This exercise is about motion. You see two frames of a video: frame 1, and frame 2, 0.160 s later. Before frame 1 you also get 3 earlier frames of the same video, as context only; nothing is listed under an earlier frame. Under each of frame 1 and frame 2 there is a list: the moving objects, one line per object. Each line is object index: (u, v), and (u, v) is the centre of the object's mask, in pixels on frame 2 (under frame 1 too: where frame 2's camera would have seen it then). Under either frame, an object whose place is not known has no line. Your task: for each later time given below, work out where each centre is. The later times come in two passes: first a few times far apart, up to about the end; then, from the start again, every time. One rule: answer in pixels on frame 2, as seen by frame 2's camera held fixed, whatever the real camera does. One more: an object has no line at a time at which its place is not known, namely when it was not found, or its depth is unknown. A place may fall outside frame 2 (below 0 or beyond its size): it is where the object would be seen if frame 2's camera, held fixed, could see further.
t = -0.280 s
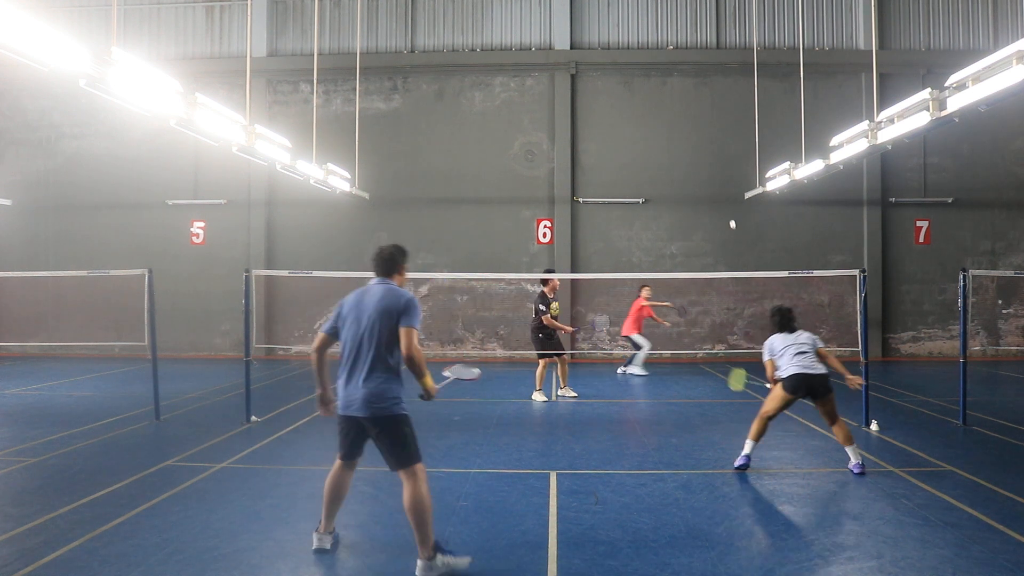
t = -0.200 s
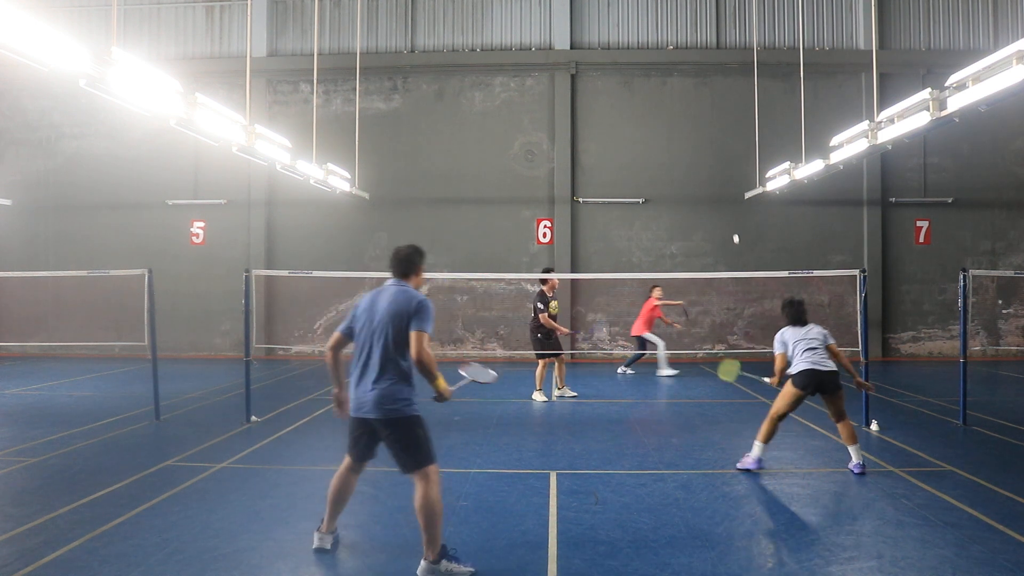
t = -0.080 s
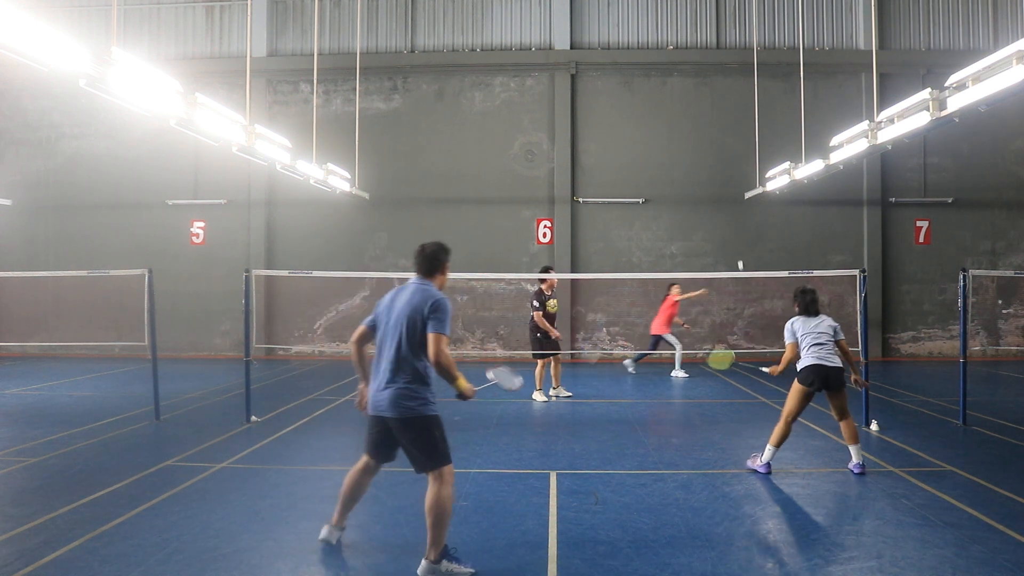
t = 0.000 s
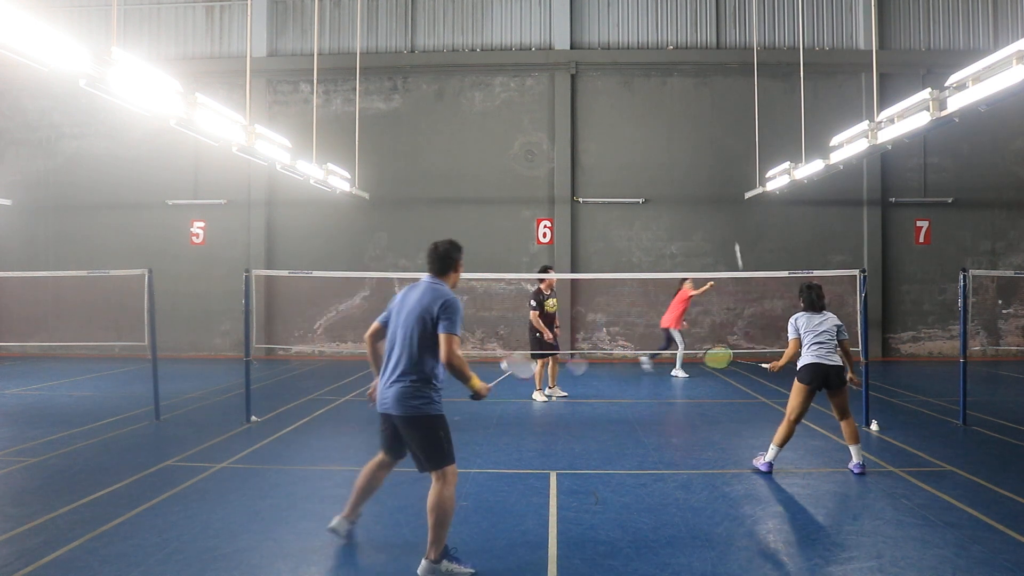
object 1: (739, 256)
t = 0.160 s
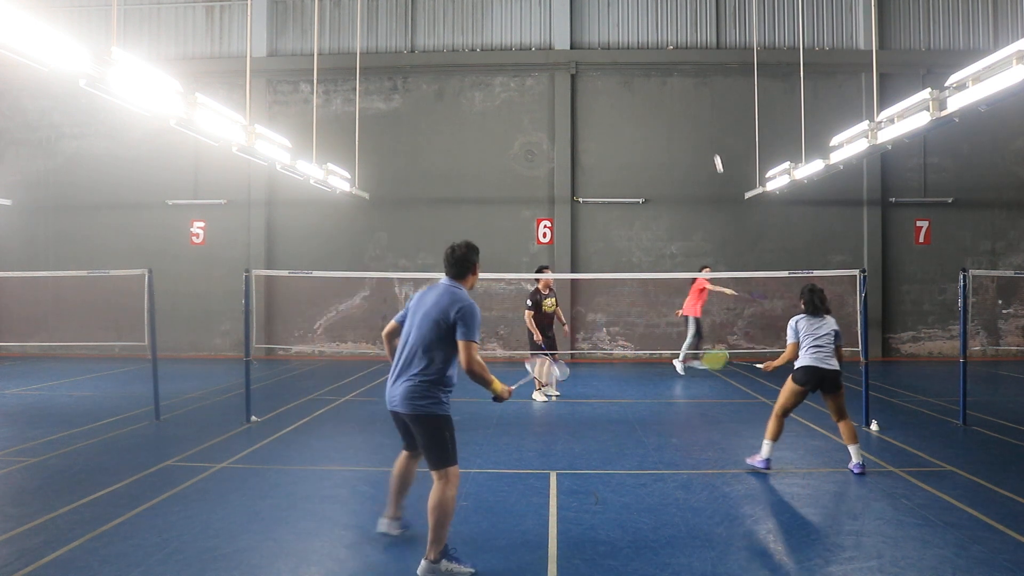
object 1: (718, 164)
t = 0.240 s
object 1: (708, 130)
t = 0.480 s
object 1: (681, 69)
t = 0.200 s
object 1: (713, 146)
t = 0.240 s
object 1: (708, 130)
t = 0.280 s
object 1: (704, 116)
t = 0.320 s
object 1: (699, 104)
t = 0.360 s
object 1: (695, 93)
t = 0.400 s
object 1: (690, 84)
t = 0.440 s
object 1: (686, 76)
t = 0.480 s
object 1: (681, 69)
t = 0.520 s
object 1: (676, 64)
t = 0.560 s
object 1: (671, 61)
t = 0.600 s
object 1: (666, 60)
